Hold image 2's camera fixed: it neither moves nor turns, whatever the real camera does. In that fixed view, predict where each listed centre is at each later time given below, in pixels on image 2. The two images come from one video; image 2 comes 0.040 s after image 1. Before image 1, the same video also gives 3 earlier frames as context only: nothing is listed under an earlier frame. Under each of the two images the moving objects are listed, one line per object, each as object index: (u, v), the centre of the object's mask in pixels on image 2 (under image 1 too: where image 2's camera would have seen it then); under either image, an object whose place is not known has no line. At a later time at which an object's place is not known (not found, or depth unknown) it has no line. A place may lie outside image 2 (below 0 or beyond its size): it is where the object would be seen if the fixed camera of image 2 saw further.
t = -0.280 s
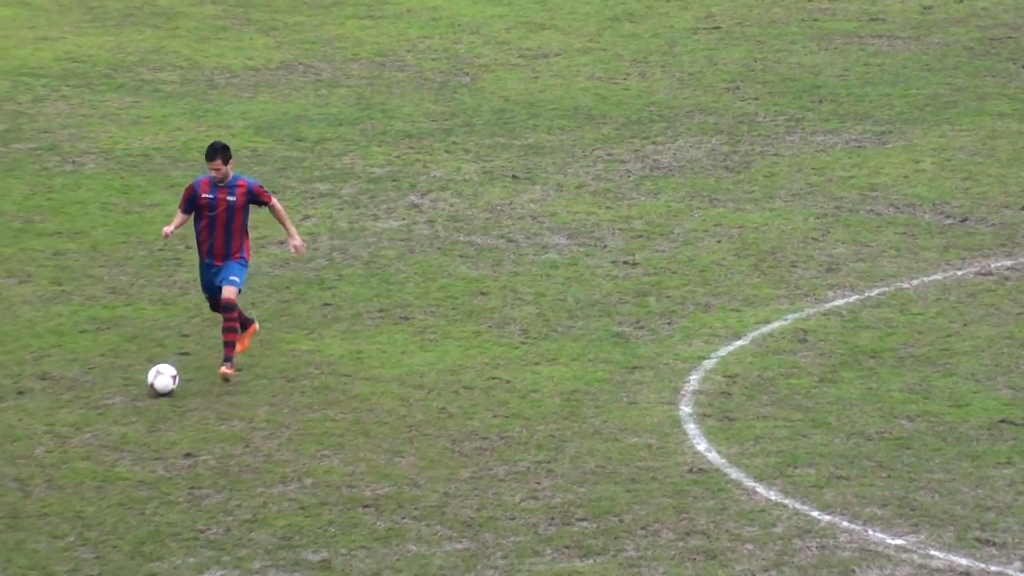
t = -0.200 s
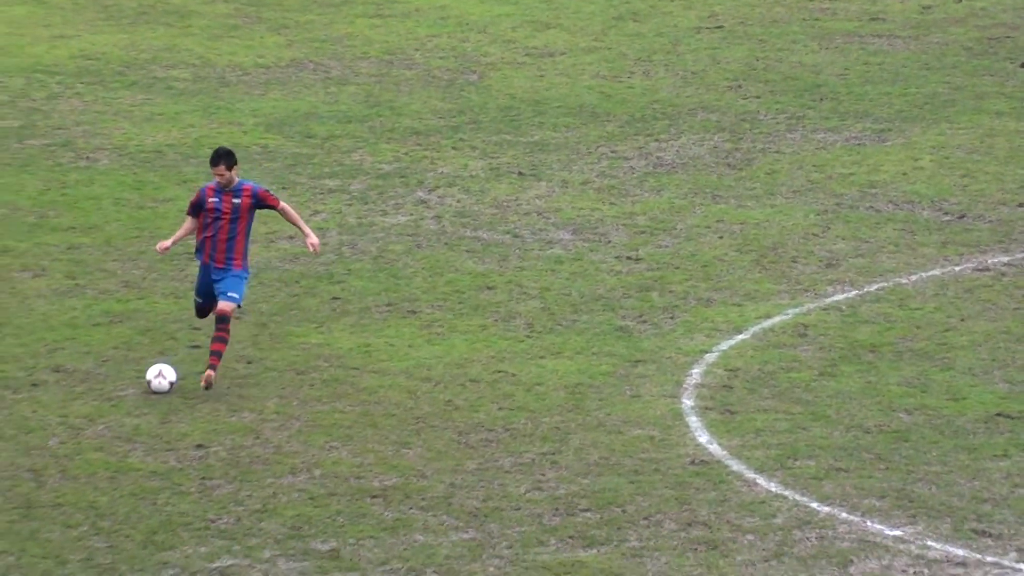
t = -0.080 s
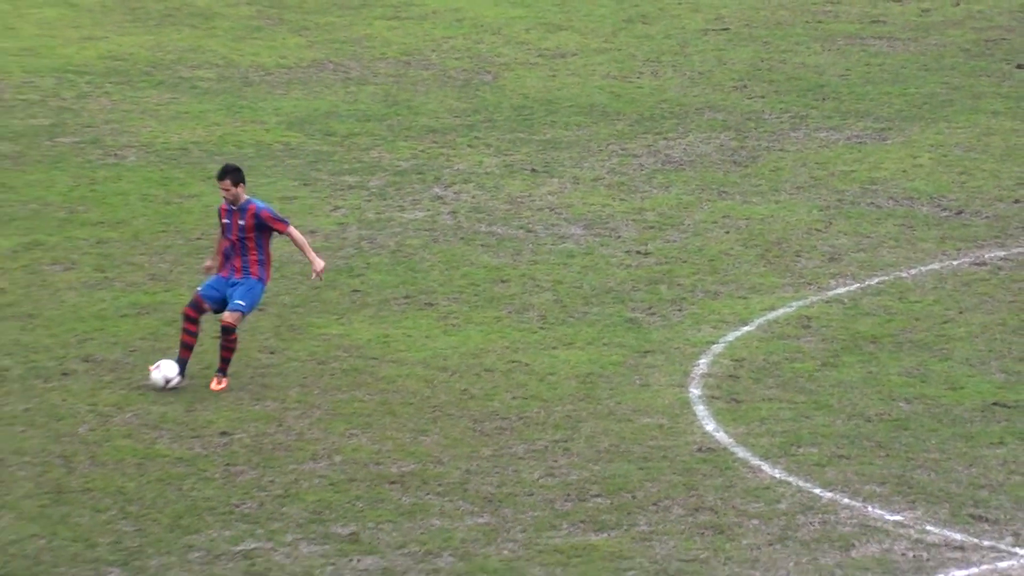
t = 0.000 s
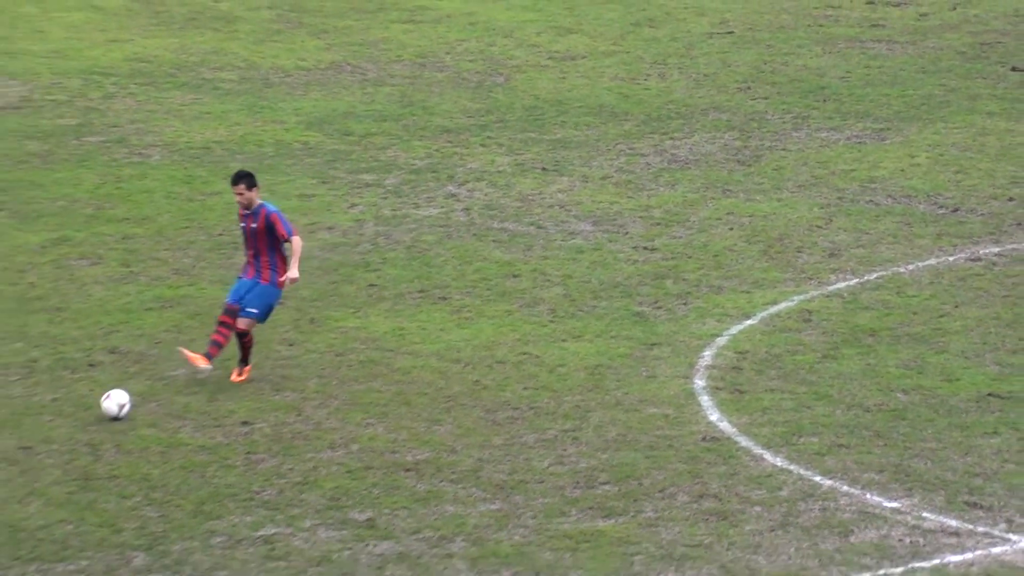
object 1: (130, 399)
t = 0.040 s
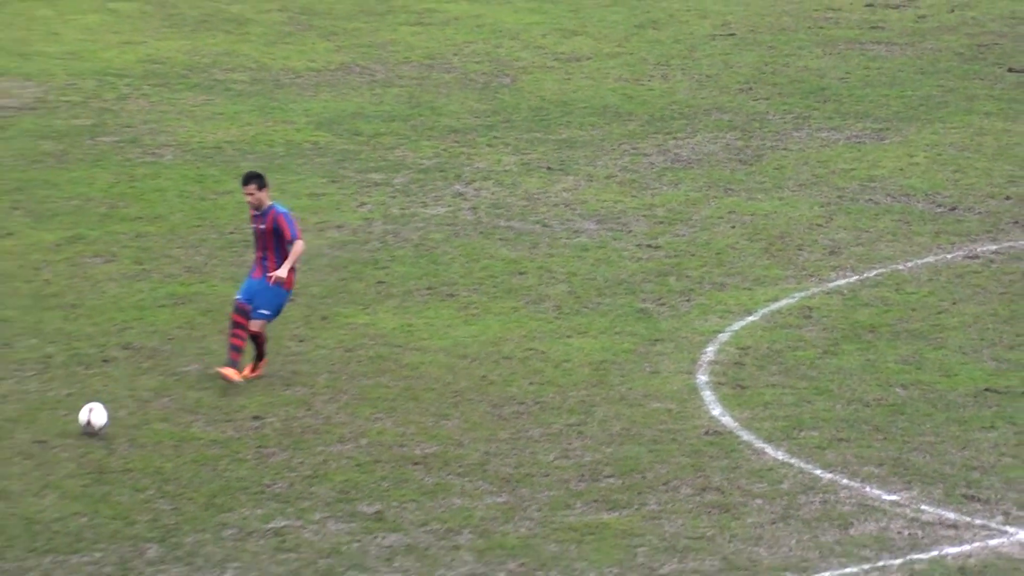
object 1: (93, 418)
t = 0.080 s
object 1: (55, 440)
